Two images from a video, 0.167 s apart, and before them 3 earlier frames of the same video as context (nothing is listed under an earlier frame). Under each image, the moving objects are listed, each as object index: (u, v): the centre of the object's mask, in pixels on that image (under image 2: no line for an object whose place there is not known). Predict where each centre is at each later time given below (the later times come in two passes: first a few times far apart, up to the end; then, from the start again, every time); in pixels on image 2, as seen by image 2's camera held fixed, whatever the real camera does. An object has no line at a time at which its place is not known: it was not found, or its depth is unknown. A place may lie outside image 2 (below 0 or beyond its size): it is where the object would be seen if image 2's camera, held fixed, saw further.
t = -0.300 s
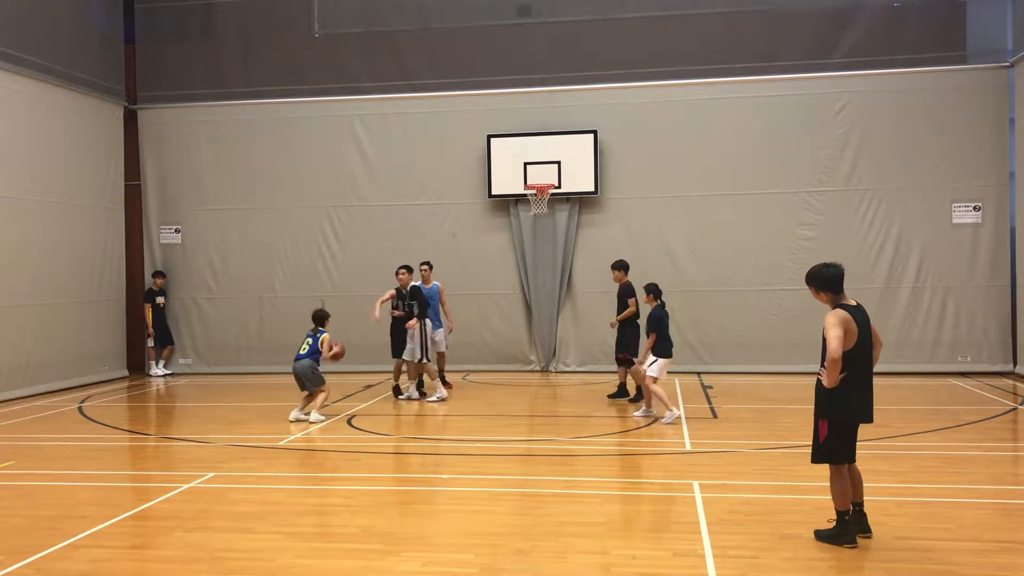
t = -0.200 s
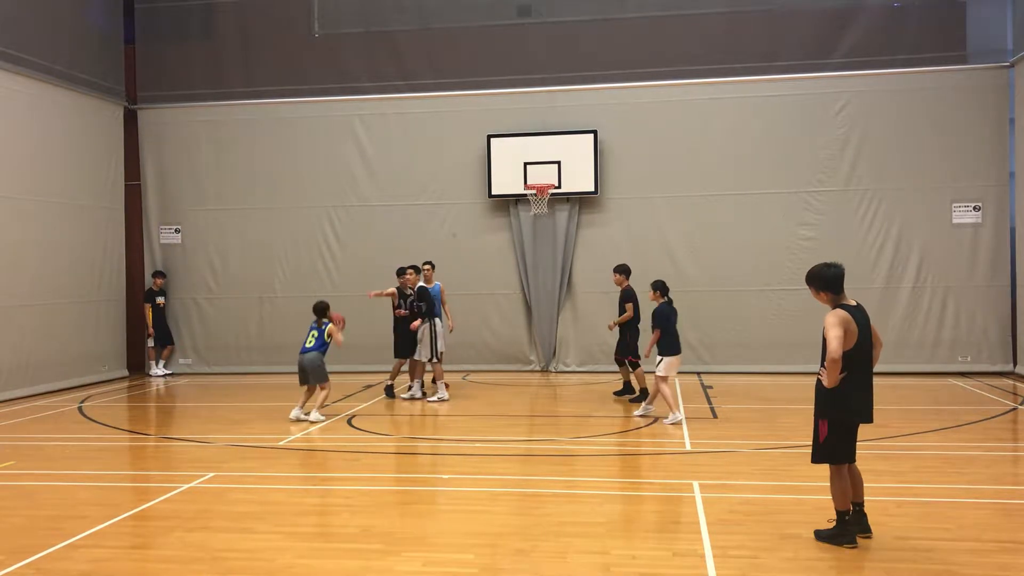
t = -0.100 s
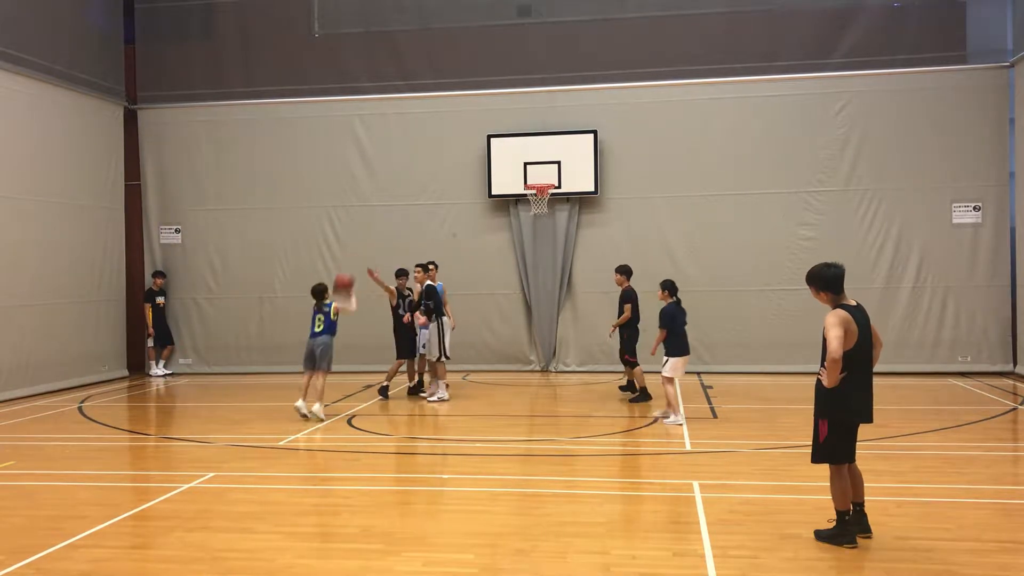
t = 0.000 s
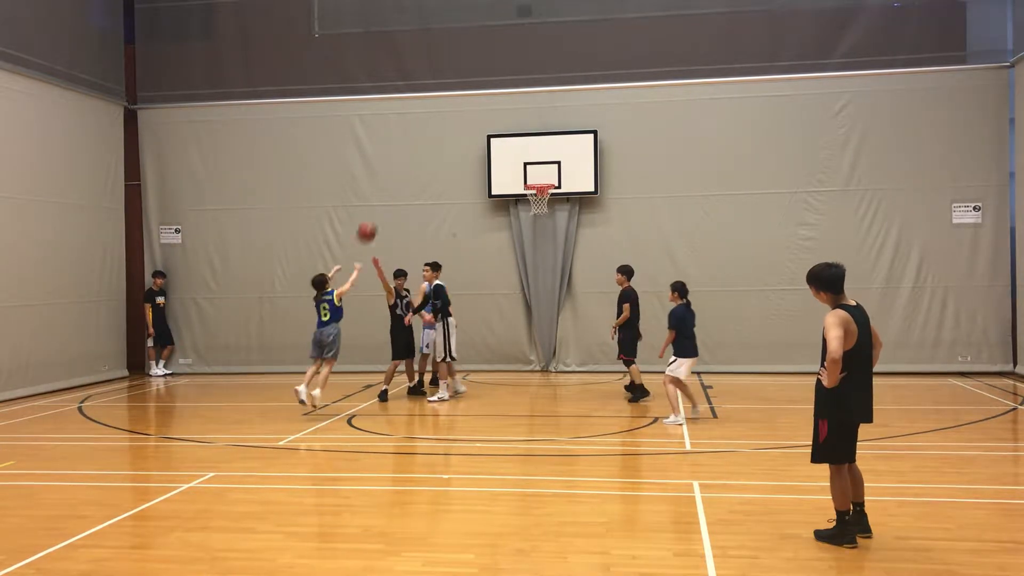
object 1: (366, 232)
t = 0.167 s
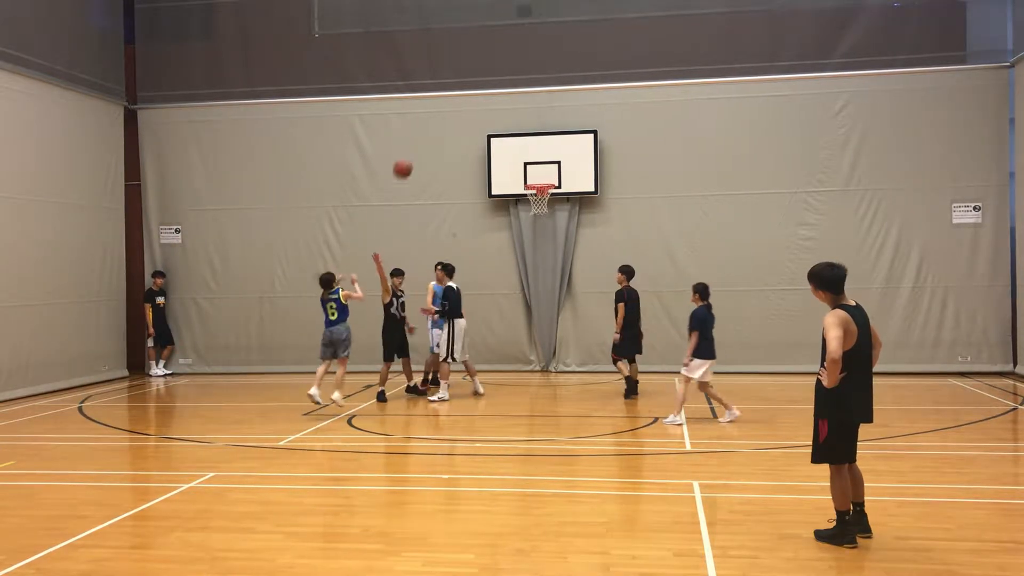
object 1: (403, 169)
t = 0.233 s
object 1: (416, 151)
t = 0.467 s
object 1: (459, 117)
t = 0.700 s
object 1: (499, 122)
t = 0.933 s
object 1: (534, 160)
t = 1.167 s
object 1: (522, 170)
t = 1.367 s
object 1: (500, 163)
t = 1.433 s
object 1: (492, 165)
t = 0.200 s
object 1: (409, 160)
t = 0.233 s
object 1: (416, 151)
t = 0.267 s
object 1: (422, 144)
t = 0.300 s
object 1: (429, 136)
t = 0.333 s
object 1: (435, 131)
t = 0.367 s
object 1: (441, 127)
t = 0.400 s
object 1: (448, 122)
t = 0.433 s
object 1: (454, 119)
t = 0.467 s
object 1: (459, 117)
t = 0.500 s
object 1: (465, 115)
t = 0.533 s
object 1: (471, 115)
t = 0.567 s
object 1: (477, 114)
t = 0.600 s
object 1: (482, 115)
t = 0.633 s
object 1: (488, 116)
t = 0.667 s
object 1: (493, 119)
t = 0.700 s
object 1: (499, 122)
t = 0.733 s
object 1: (504, 125)
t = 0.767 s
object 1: (509, 129)
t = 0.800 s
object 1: (514, 134)
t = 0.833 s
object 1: (519, 140)
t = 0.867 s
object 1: (524, 146)
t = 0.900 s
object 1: (529, 153)
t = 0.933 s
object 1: (534, 160)
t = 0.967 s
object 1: (538, 168)
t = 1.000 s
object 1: (543, 176)
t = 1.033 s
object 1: (544, 180)
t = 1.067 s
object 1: (537, 178)
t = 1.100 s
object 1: (530, 178)
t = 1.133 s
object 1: (526, 174)
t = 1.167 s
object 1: (522, 170)
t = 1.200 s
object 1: (518, 168)
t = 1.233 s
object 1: (515, 165)
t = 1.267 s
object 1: (511, 164)
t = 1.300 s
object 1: (507, 162)
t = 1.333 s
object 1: (503, 162)
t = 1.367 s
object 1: (500, 163)
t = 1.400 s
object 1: (496, 164)
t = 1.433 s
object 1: (492, 165)
